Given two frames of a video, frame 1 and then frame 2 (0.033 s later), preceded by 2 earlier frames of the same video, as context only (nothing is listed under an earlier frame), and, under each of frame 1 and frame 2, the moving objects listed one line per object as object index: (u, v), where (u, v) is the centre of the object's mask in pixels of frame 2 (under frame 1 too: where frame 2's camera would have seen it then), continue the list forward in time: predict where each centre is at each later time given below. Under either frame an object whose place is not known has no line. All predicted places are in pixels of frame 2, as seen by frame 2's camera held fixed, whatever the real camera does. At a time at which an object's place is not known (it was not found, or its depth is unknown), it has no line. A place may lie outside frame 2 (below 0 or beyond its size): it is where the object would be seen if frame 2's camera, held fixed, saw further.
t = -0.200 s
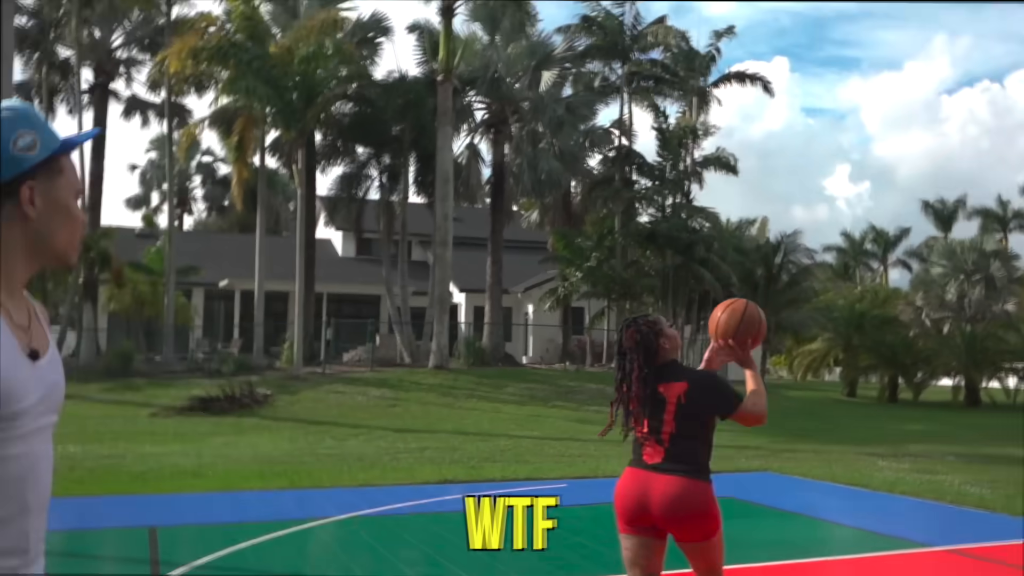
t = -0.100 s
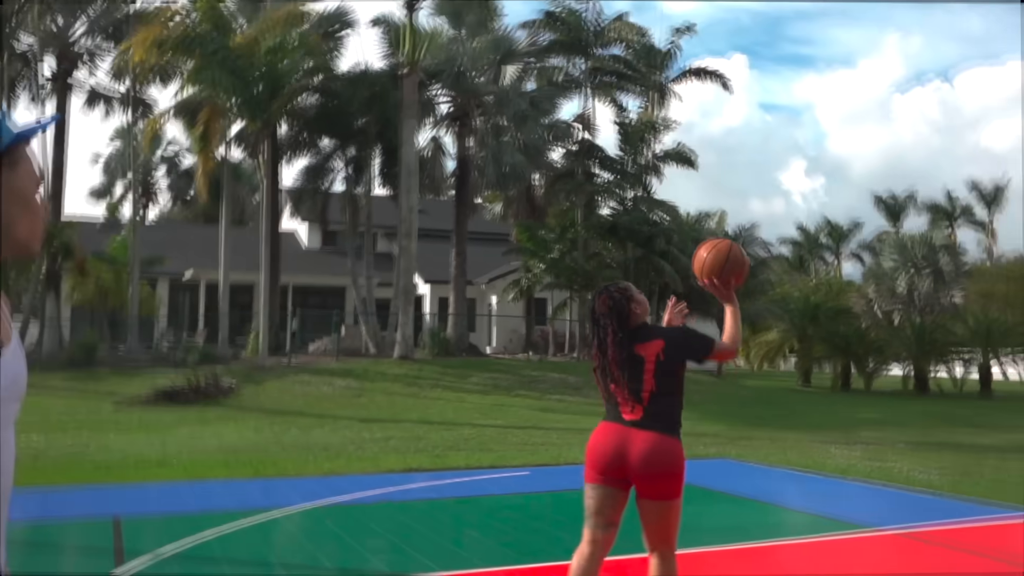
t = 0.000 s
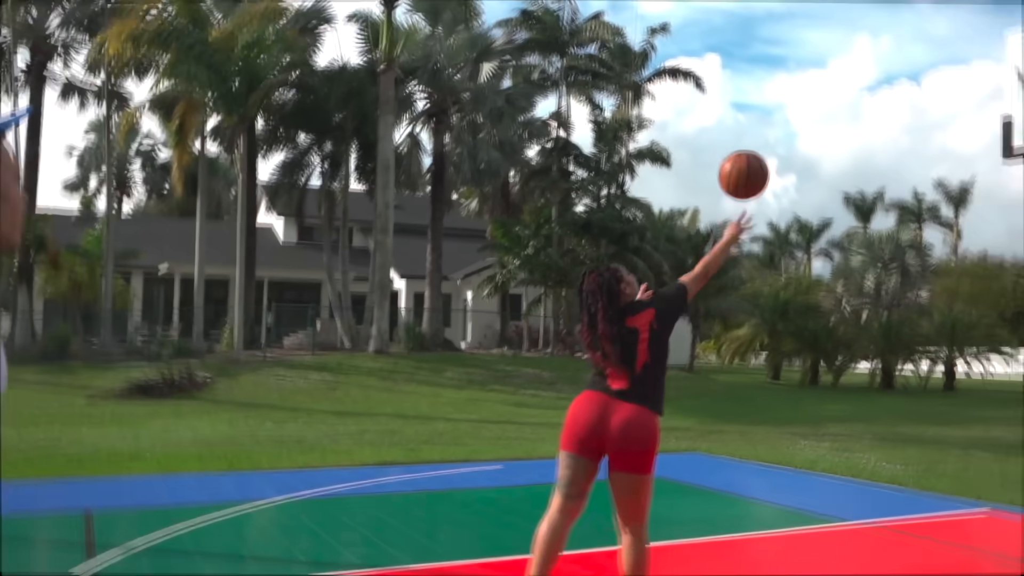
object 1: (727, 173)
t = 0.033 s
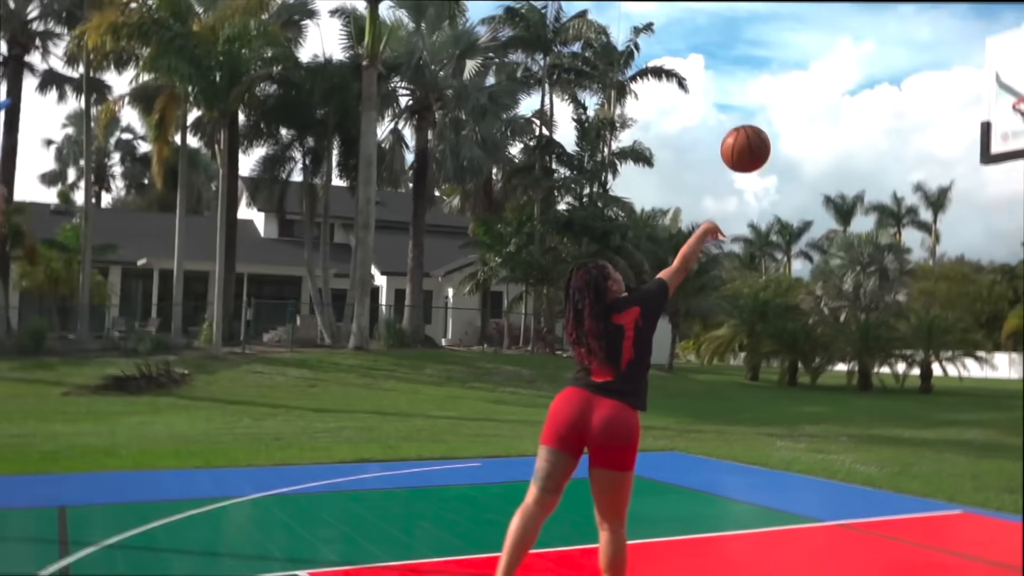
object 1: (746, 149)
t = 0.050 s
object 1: (754, 136)
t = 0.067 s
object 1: (762, 125)
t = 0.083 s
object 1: (771, 114)
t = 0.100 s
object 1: (779, 104)
